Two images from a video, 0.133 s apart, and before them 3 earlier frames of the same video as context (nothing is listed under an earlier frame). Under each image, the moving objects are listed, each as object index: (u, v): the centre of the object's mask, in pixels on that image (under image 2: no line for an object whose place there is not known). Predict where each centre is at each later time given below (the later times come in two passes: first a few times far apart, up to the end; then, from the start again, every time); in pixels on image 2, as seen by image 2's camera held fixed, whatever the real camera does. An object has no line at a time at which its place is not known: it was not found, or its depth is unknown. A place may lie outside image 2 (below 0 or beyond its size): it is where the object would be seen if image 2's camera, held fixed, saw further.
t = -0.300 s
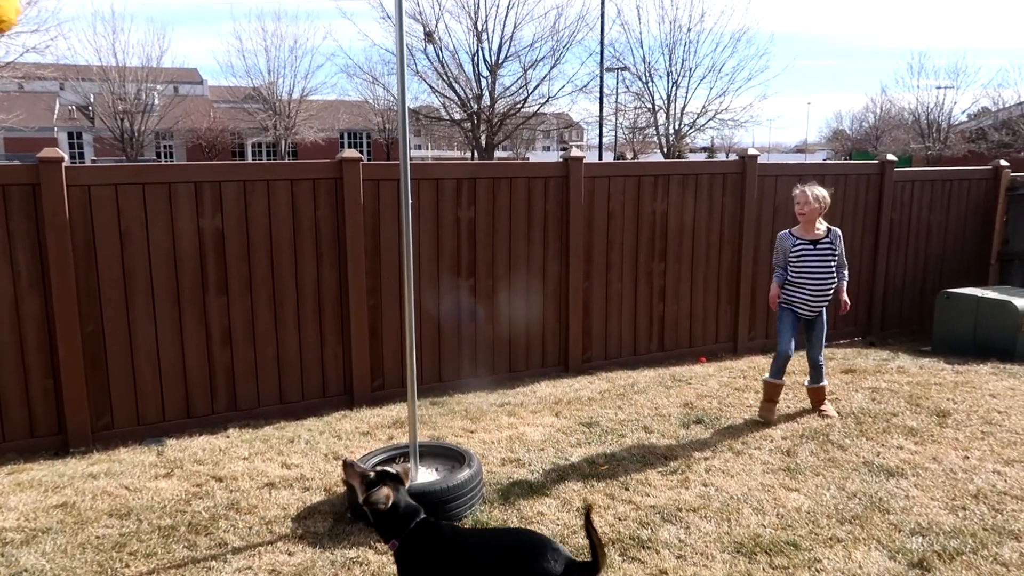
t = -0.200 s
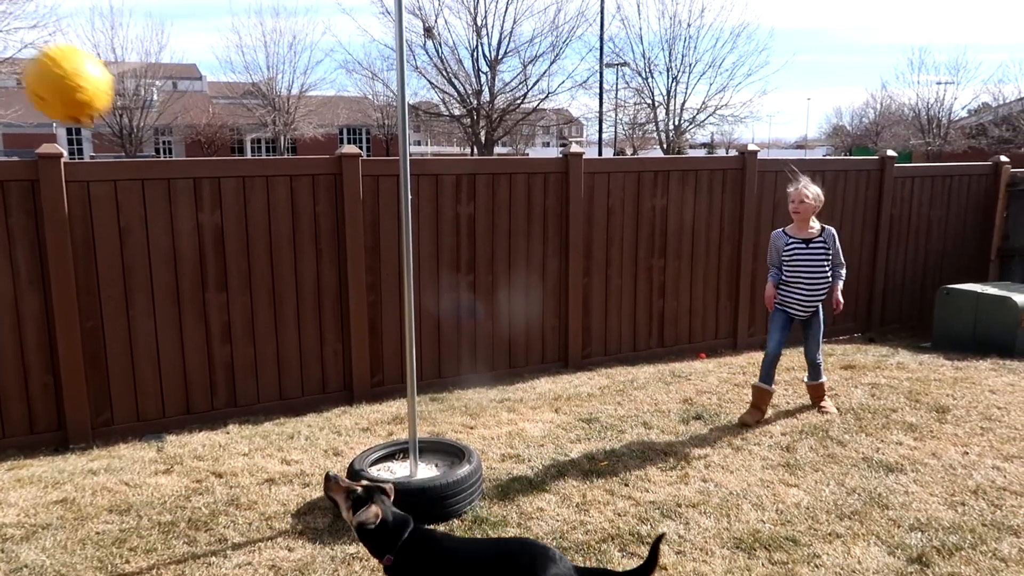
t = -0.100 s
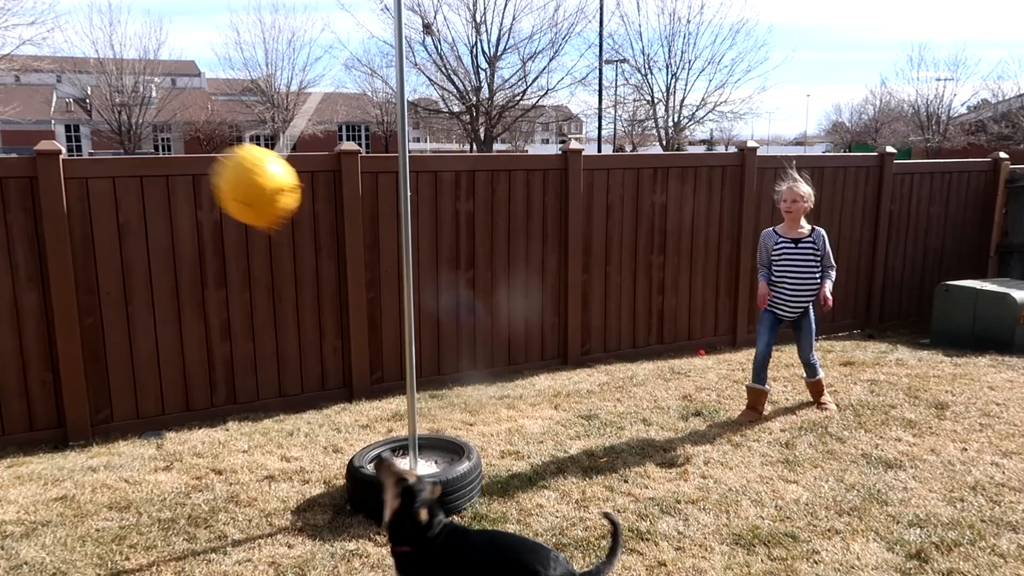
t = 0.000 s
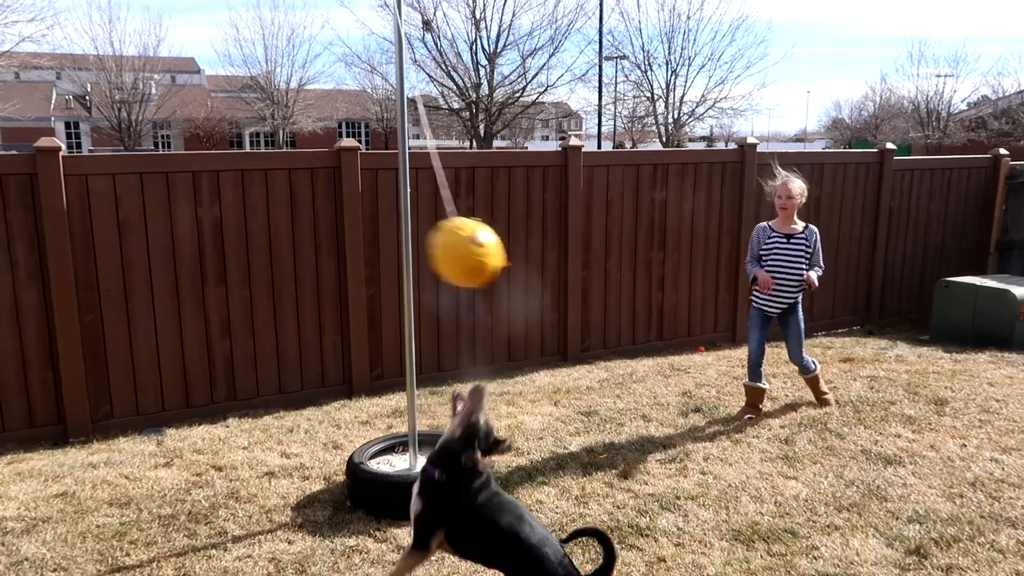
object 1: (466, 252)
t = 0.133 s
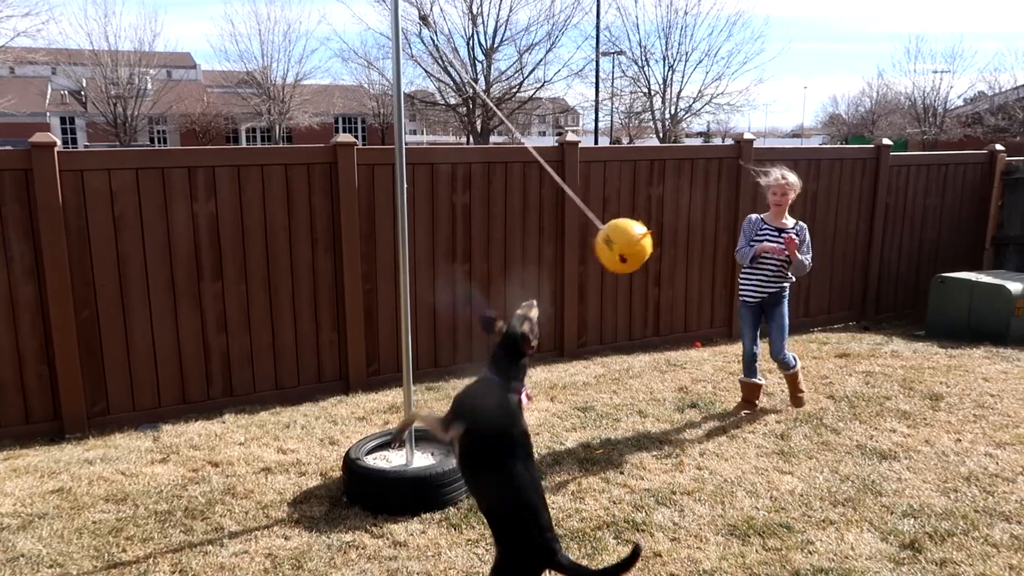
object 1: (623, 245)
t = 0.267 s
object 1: (644, 185)
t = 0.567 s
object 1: (480, 53)
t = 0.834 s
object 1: (278, 30)
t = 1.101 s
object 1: (114, 116)
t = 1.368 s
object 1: (285, 260)
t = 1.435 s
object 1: (398, 258)
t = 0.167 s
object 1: (639, 233)
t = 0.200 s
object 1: (647, 218)
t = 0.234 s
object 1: (648, 202)
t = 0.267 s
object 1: (644, 185)
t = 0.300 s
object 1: (635, 167)
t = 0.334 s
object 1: (623, 150)
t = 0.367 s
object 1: (608, 134)
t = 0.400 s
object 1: (589, 117)
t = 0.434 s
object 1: (568, 103)
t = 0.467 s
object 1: (549, 88)
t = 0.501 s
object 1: (526, 74)
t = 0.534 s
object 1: (503, 63)
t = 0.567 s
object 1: (480, 53)
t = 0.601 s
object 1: (455, 44)
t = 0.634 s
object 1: (430, 36)
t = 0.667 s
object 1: (411, 30)
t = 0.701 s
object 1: (377, 28)
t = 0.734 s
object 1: (355, 27)
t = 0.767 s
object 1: (329, 28)
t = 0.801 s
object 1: (303, 29)
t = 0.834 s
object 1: (278, 30)
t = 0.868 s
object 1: (252, 33)
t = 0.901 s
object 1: (227, 37)
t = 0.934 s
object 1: (203, 43)
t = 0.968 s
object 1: (181, 54)
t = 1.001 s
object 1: (160, 67)
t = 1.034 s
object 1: (141, 80)
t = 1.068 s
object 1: (125, 98)
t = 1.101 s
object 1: (114, 116)
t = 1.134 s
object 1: (107, 137)
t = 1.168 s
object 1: (107, 159)
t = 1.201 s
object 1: (115, 180)
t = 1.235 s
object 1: (130, 202)
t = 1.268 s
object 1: (156, 222)
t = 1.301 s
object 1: (190, 239)
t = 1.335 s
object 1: (234, 252)
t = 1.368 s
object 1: (285, 260)
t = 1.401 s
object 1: (341, 262)
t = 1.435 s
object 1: (398, 258)
